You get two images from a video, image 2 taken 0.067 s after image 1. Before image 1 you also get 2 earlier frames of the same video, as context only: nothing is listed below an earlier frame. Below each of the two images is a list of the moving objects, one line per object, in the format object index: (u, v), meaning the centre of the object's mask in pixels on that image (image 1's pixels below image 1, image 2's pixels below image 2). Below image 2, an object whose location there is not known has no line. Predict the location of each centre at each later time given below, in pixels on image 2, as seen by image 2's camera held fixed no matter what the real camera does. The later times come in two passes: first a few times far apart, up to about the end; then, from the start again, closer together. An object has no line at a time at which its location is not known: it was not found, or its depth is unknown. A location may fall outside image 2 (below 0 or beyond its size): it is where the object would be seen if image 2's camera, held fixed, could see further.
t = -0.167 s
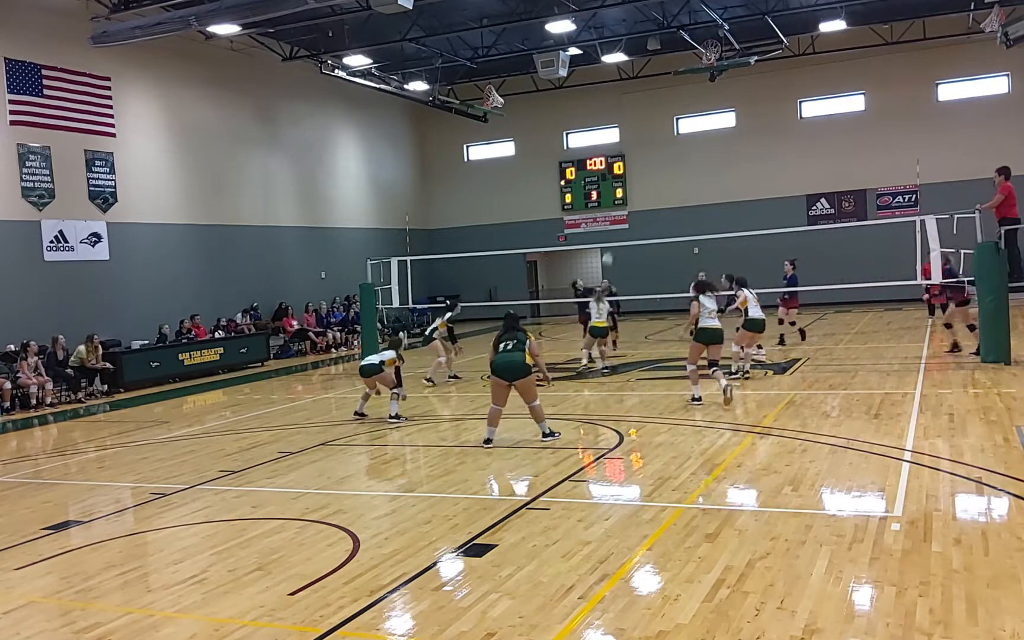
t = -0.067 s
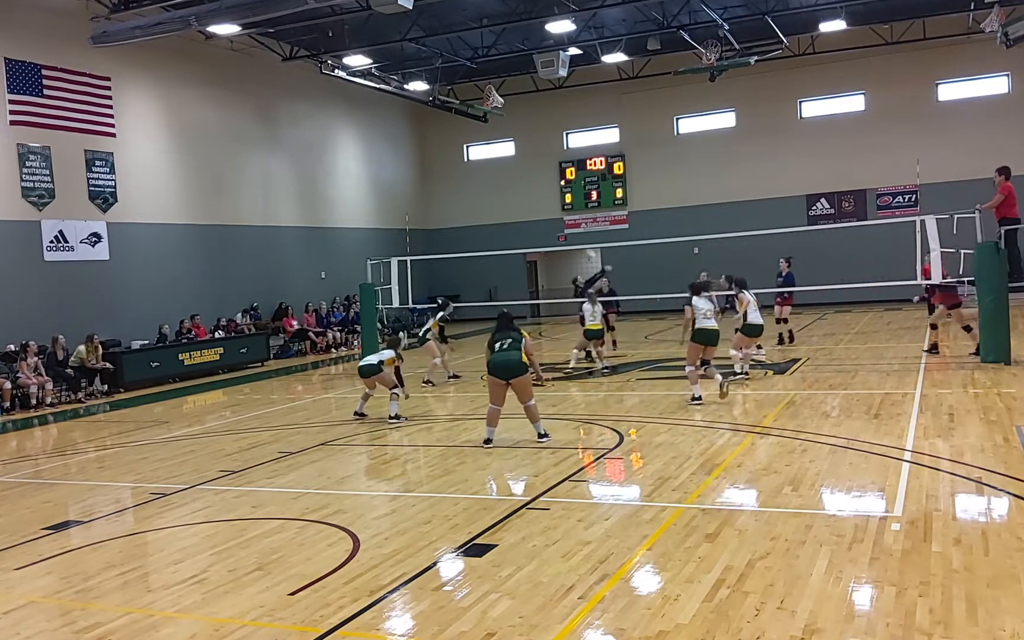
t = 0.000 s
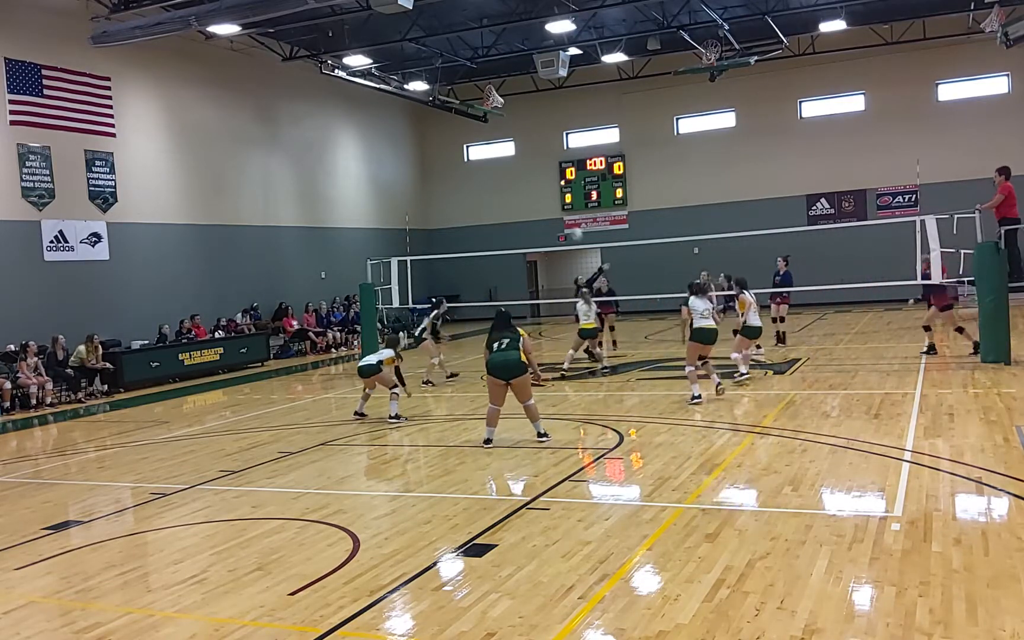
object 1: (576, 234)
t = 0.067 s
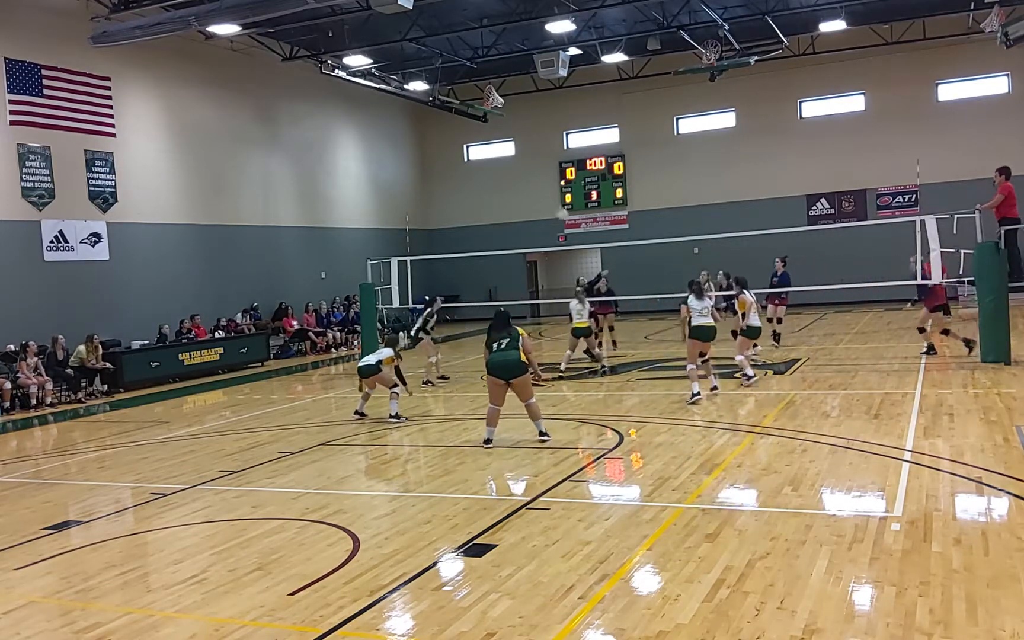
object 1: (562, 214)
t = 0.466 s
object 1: (461, 135)
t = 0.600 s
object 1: (422, 129)
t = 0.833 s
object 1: (348, 149)
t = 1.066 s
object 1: (264, 217)
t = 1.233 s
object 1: (196, 304)
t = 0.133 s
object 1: (546, 195)
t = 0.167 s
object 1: (539, 186)
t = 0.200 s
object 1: (531, 179)
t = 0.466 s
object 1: (461, 135)
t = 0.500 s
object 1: (452, 132)
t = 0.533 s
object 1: (442, 130)
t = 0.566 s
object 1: (432, 129)
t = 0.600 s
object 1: (422, 129)
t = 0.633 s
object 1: (413, 128)
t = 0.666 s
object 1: (403, 130)
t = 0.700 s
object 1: (392, 131)
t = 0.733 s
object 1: (381, 135)
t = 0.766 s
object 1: (370, 137)
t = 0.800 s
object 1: (357, 142)
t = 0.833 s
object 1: (348, 149)
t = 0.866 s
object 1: (335, 155)
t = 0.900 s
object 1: (323, 162)
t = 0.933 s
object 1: (312, 171)
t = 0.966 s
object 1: (300, 181)
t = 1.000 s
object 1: (289, 191)
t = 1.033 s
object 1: (275, 204)
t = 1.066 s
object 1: (264, 217)
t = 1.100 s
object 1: (250, 234)
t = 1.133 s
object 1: (237, 248)
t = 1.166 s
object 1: (224, 265)
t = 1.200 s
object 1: (210, 284)
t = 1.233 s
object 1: (196, 304)
